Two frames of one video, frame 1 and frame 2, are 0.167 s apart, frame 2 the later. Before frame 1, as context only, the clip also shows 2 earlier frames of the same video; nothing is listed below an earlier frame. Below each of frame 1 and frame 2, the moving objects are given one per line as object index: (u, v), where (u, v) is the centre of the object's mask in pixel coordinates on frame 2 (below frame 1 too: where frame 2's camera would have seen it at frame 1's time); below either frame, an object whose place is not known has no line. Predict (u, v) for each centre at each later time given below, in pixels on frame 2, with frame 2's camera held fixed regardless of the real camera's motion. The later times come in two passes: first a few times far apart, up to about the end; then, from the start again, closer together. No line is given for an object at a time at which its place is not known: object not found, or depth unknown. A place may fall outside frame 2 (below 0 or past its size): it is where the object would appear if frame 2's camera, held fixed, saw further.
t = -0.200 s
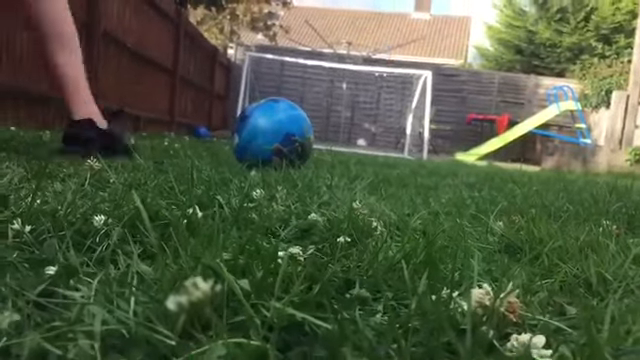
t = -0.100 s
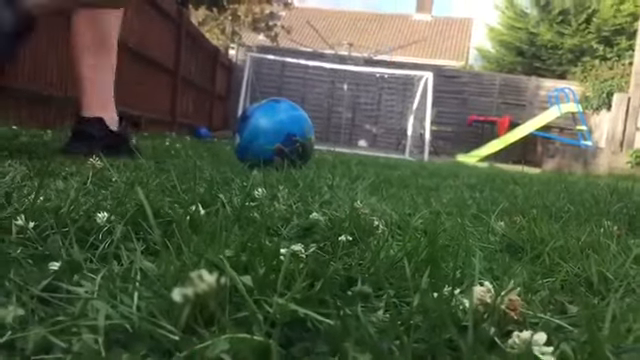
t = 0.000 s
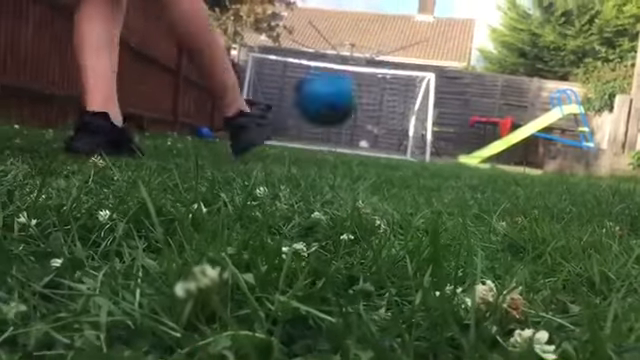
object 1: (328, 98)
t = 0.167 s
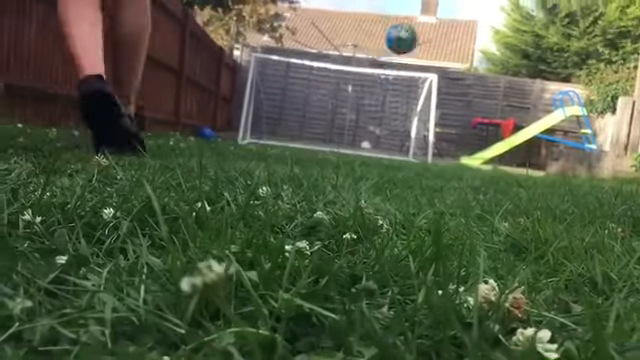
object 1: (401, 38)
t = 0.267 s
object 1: (412, 37)
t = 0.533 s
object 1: (417, 69)
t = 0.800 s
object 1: (404, 124)
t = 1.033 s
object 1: (385, 145)
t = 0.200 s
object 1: (405, 37)
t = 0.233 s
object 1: (410, 36)
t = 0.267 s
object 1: (412, 37)
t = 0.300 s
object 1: (415, 39)
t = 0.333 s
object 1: (416, 42)
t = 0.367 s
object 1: (418, 44)
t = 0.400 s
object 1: (419, 48)
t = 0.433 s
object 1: (420, 52)
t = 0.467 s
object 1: (420, 57)
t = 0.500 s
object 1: (420, 63)
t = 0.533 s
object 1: (417, 69)
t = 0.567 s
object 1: (417, 74)
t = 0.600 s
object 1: (415, 82)
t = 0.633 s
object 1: (415, 85)
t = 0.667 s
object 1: (415, 90)
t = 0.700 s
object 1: (412, 100)
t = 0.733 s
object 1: (410, 109)
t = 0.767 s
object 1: (410, 117)
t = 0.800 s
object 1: (404, 124)
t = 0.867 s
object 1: (397, 133)
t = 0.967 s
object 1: (387, 146)
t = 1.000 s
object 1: (387, 146)
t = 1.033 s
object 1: (385, 145)
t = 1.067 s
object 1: (385, 142)
